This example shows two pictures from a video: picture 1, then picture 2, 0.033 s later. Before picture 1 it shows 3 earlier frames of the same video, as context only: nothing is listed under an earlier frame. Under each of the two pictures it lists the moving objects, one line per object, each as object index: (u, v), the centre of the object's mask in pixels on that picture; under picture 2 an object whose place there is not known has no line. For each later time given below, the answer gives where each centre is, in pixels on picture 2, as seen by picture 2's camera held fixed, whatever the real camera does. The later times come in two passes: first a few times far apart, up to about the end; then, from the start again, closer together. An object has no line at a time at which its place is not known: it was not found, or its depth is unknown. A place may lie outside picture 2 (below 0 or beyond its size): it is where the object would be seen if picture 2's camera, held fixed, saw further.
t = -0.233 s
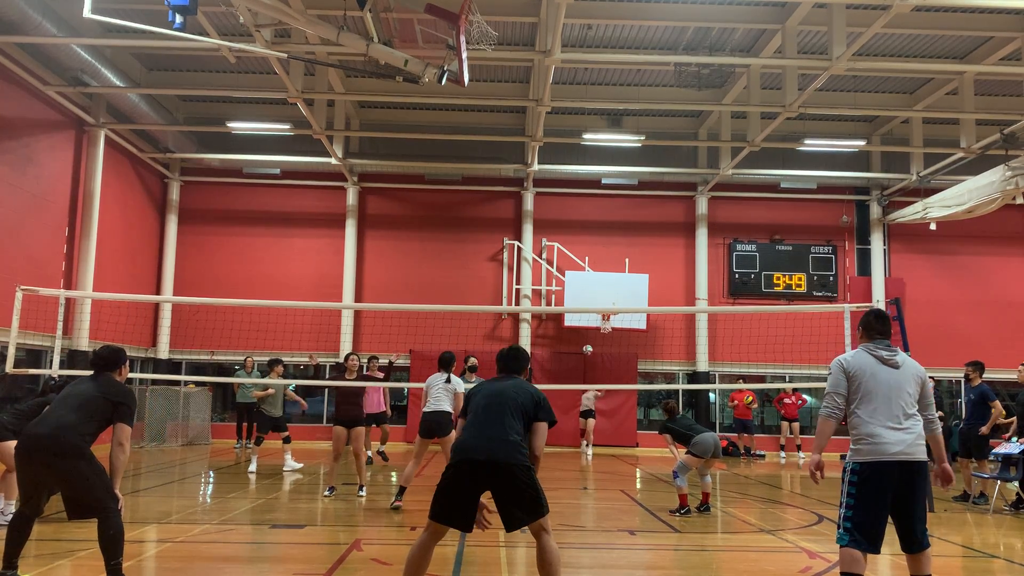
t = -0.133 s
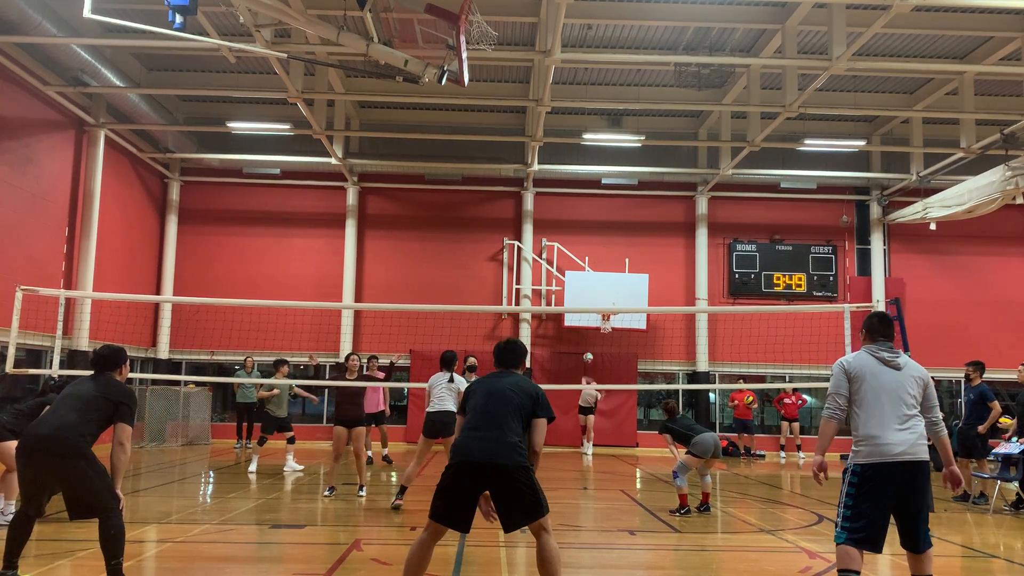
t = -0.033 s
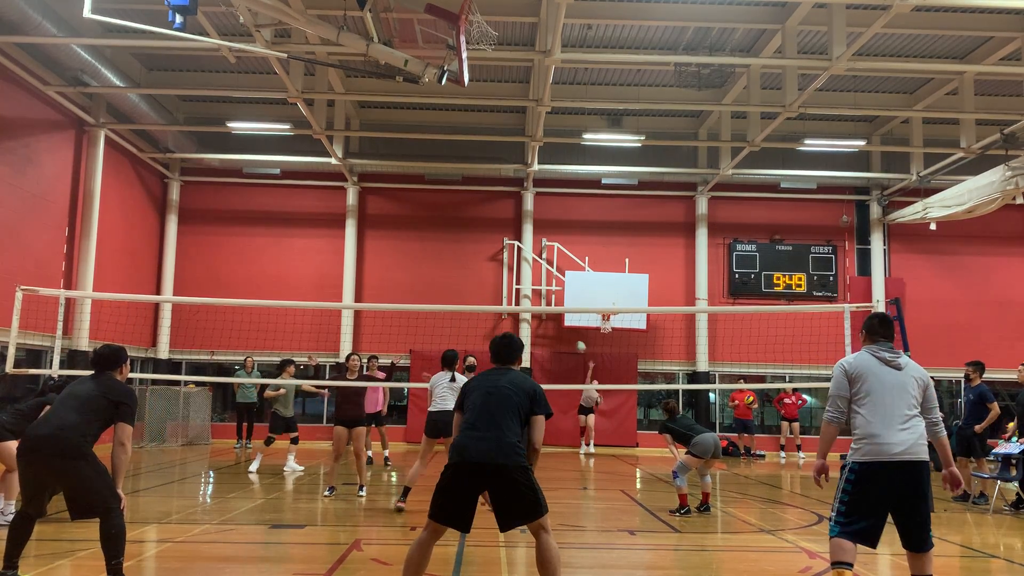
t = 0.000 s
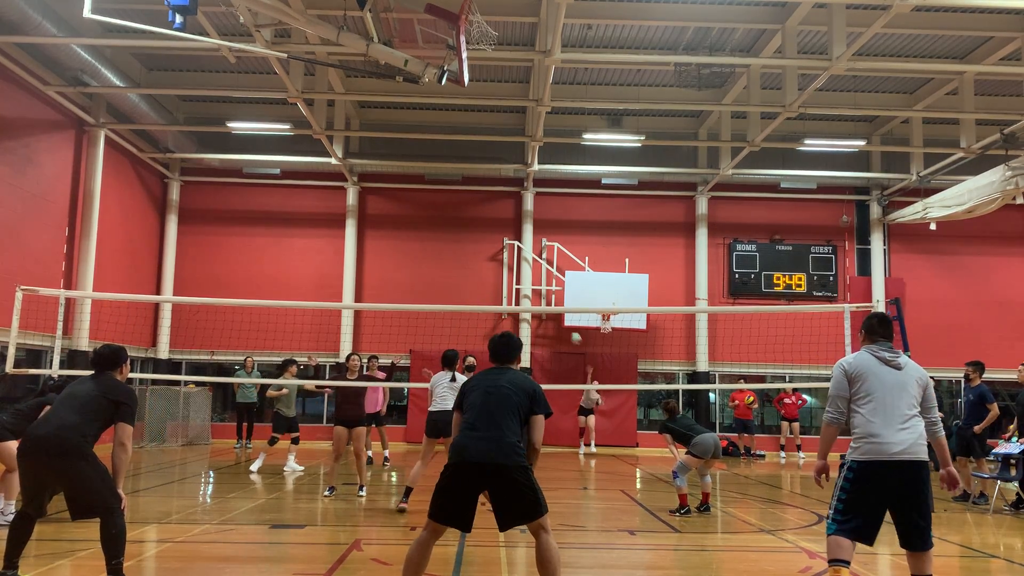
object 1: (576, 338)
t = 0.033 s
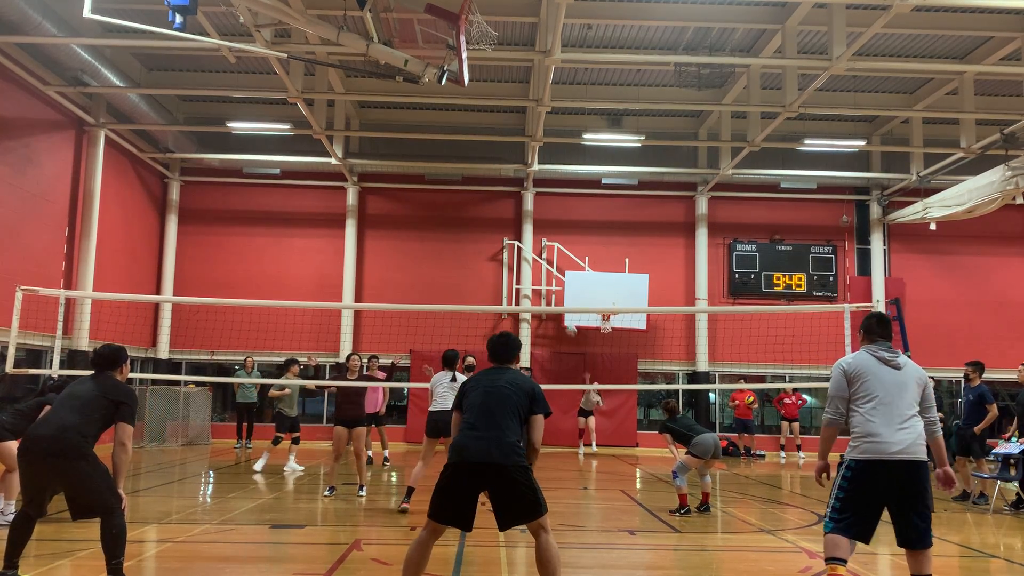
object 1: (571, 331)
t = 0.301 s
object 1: (525, 272)
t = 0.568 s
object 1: (462, 244)
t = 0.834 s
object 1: (371, 266)
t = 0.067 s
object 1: (564, 322)
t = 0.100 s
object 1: (559, 316)
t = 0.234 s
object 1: (537, 284)
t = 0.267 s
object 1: (531, 278)
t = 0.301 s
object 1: (525, 272)
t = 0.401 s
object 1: (505, 257)
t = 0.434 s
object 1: (497, 253)
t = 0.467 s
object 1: (489, 250)
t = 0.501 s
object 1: (480, 247)
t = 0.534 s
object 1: (472, 245)
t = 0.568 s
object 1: (462, 244)
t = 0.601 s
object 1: (453, 243)
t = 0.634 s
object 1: (443, 243)
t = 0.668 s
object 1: (433, 244)
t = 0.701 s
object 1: (423, 246)
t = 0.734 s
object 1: (412, 249)
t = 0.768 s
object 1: (399, 253)
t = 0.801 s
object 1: (386, 259)
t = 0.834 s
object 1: (371, 266)
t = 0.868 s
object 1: (358, 274)
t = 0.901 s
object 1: (341, 285)
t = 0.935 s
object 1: (325, 296)
